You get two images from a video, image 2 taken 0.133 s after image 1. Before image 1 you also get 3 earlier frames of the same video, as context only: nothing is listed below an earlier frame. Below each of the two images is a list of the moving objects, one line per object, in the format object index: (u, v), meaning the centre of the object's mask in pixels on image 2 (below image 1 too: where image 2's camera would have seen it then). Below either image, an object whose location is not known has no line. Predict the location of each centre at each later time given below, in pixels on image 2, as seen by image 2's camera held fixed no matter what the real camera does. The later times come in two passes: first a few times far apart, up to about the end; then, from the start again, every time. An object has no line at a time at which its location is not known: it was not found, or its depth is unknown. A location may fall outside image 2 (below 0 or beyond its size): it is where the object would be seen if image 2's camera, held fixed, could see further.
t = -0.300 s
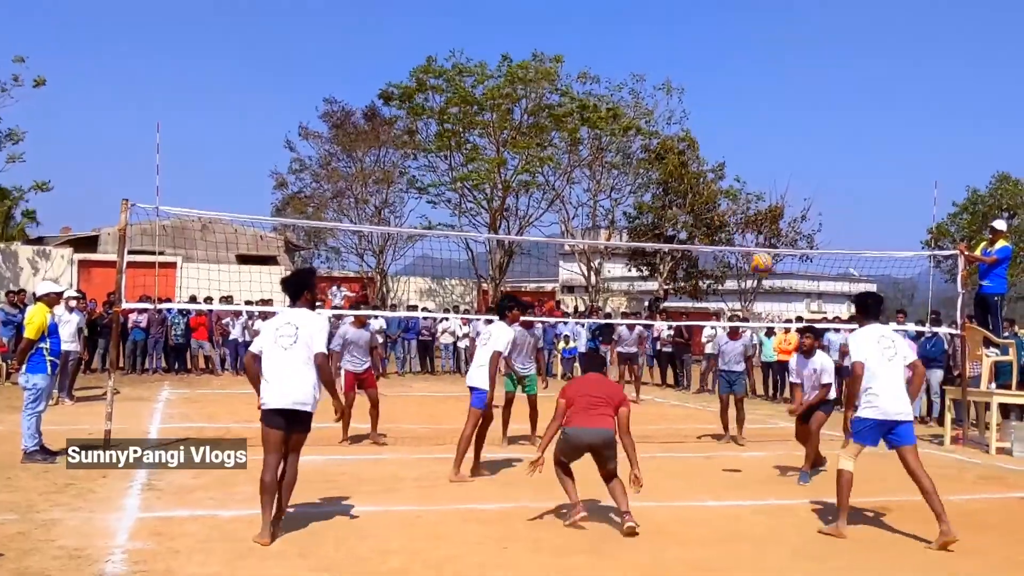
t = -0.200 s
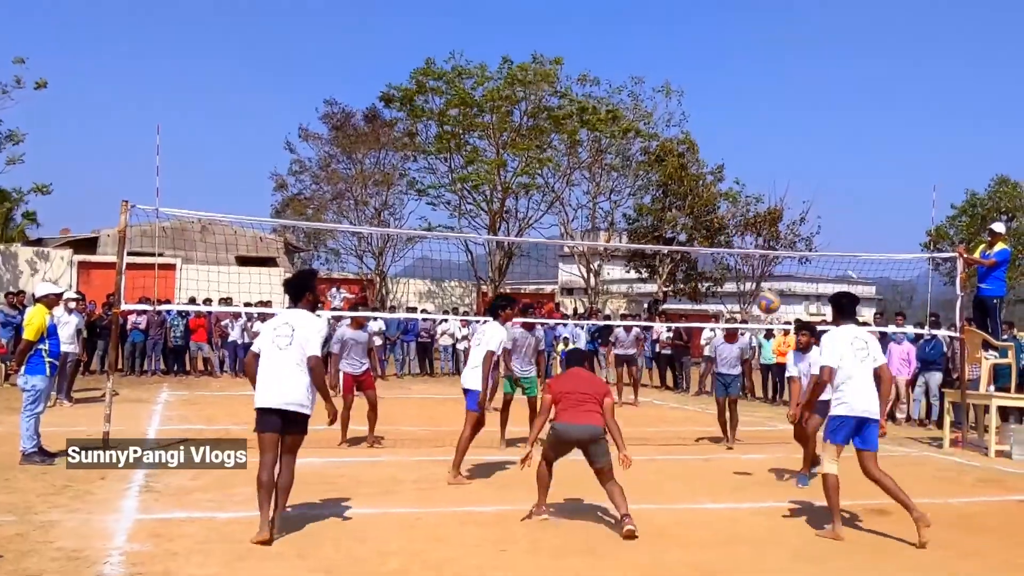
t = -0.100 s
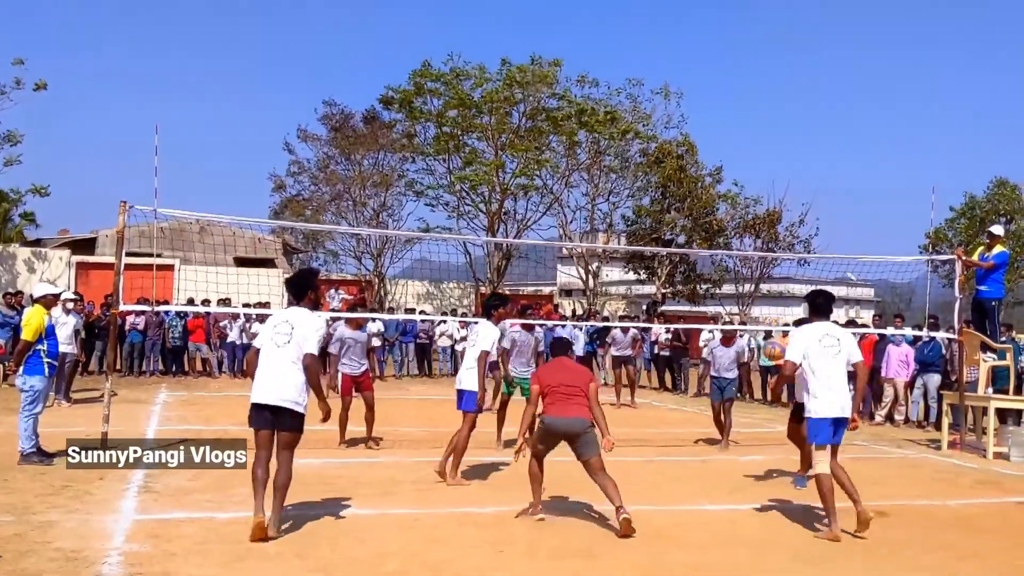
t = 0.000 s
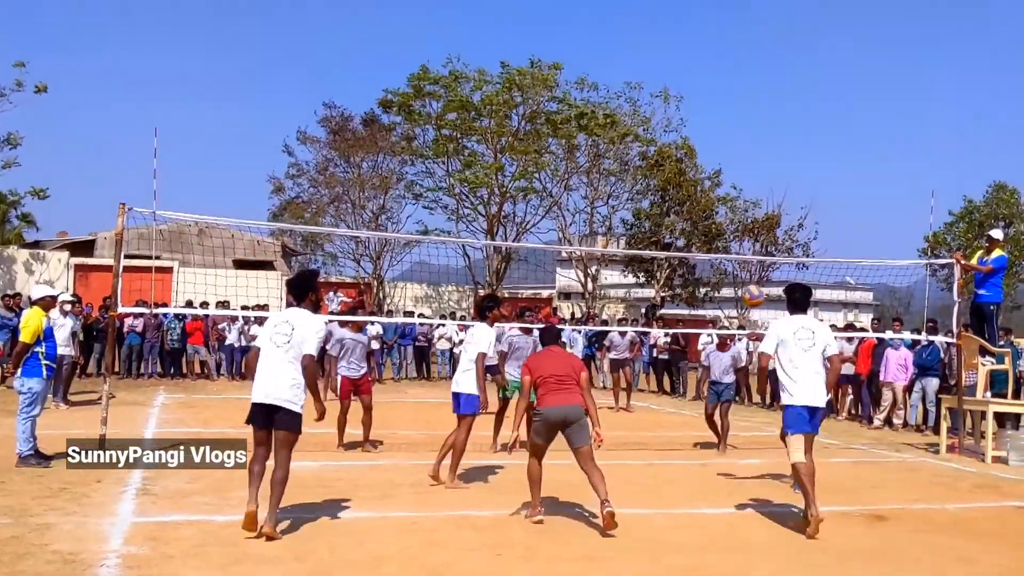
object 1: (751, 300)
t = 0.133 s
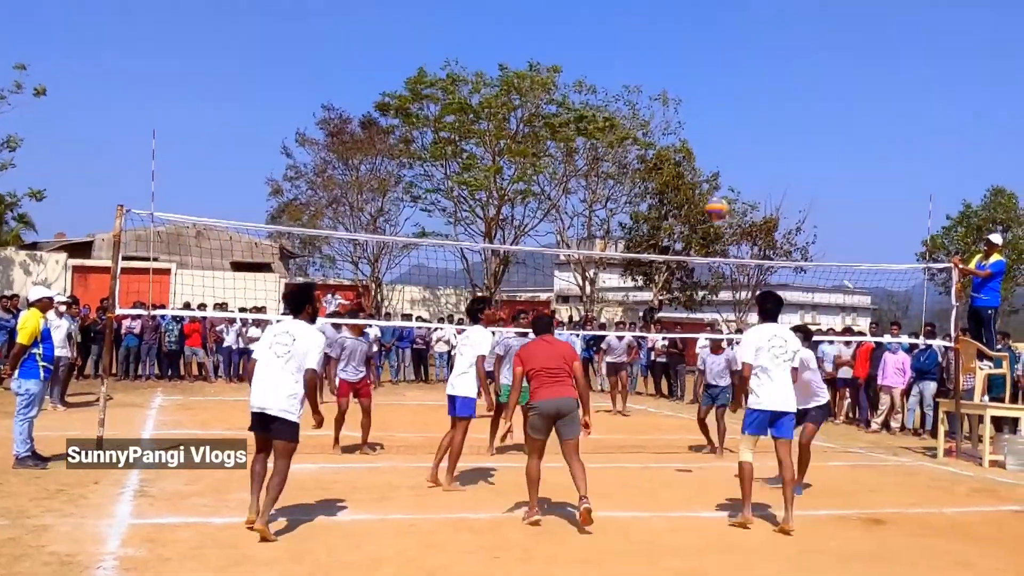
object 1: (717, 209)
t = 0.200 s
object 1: (699, 171)
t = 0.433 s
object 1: (633, 68)
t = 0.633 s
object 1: (571, 26)
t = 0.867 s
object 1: (494, 37)
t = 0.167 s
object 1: (707, 189)
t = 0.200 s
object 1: (699, 171)
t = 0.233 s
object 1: (689, 151)
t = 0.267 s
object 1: (680, 135)
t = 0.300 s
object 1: (671, 120)
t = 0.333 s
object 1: (662, 105)
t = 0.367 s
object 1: (652, 92)
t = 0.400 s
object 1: (643, 79)
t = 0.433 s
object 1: (633, 68)
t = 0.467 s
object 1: (622, 58)
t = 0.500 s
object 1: (613, 49)
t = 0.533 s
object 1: (602, 41)
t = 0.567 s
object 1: (592, 35)
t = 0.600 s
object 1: (581, 30)
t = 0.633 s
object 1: (571, 26)
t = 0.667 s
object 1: (560, 24)
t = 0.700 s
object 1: (549, 23)
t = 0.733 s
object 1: (538, 23)
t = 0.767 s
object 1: (527, 24)
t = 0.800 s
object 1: (516, 27)
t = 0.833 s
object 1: (505, 31)
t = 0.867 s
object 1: (494, 37)
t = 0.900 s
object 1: (482, 44)
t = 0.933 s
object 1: (471, 53)
